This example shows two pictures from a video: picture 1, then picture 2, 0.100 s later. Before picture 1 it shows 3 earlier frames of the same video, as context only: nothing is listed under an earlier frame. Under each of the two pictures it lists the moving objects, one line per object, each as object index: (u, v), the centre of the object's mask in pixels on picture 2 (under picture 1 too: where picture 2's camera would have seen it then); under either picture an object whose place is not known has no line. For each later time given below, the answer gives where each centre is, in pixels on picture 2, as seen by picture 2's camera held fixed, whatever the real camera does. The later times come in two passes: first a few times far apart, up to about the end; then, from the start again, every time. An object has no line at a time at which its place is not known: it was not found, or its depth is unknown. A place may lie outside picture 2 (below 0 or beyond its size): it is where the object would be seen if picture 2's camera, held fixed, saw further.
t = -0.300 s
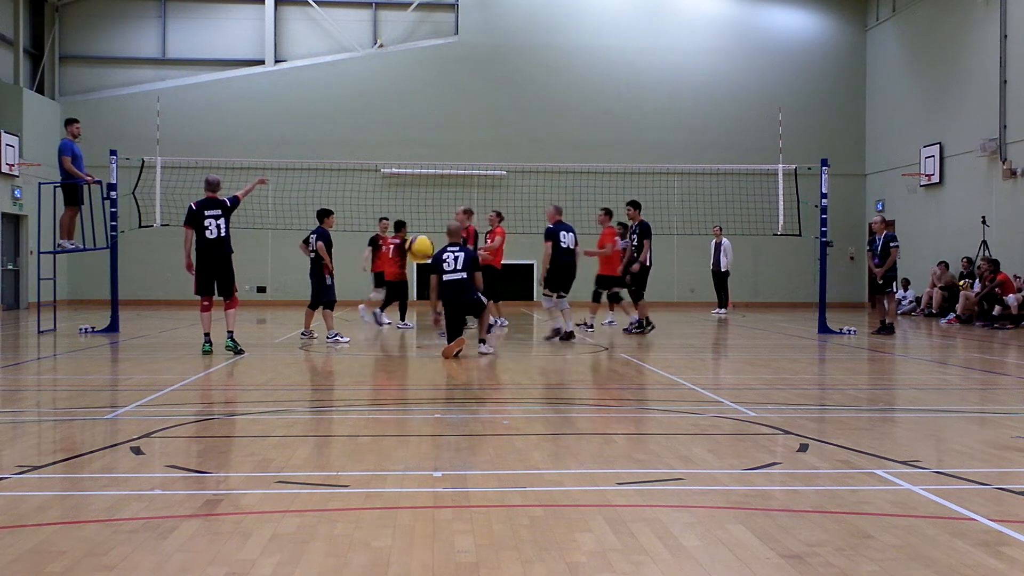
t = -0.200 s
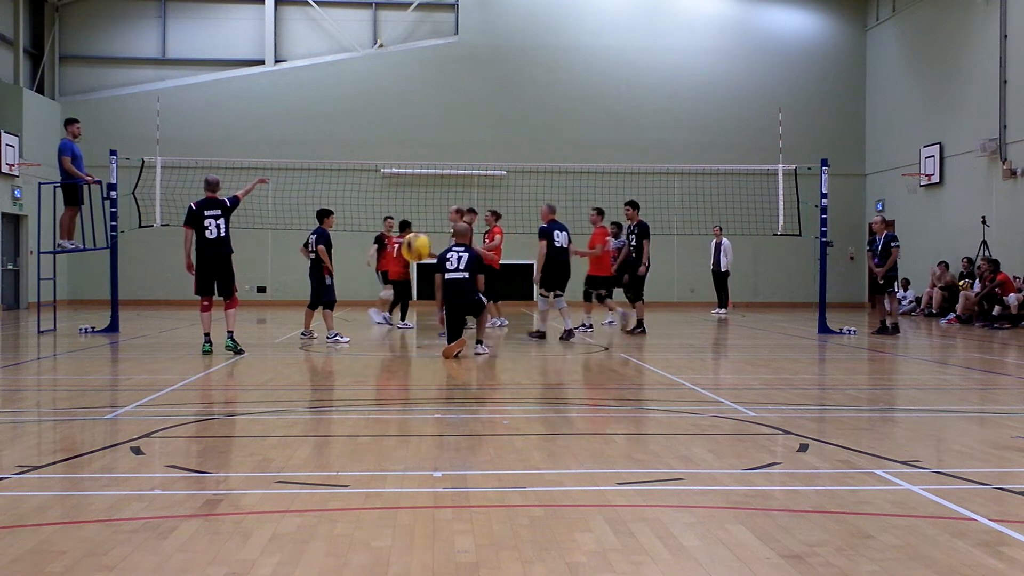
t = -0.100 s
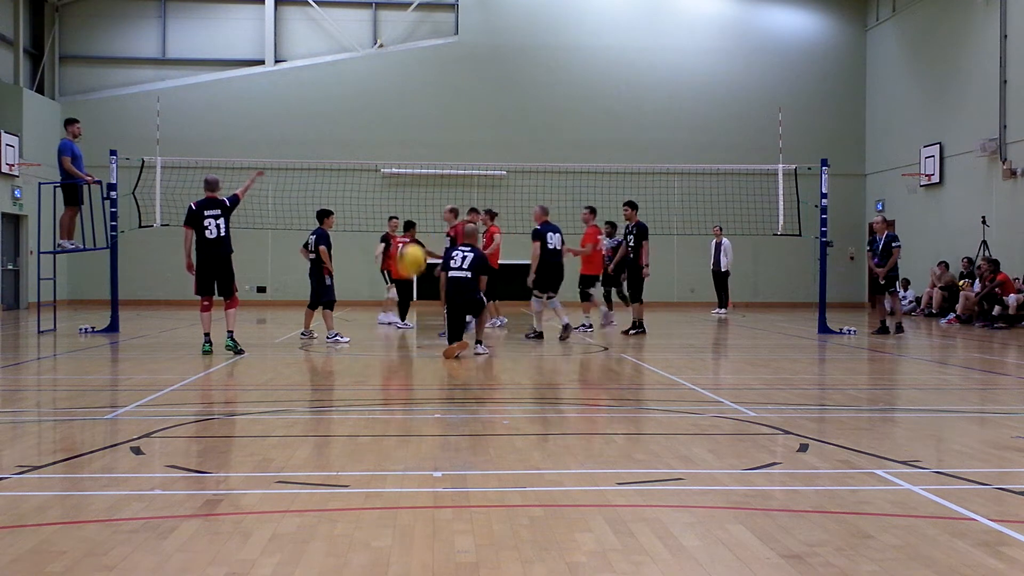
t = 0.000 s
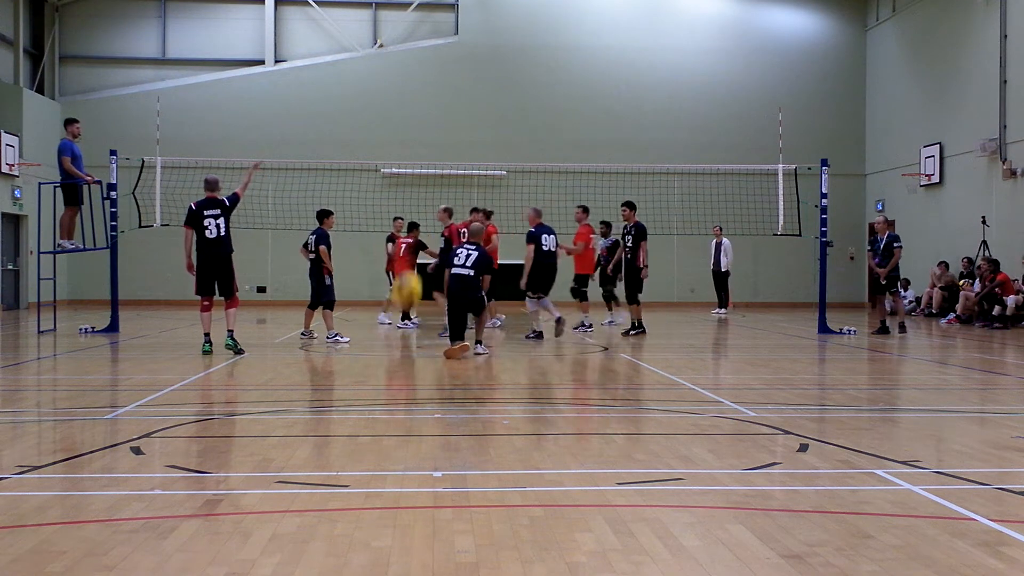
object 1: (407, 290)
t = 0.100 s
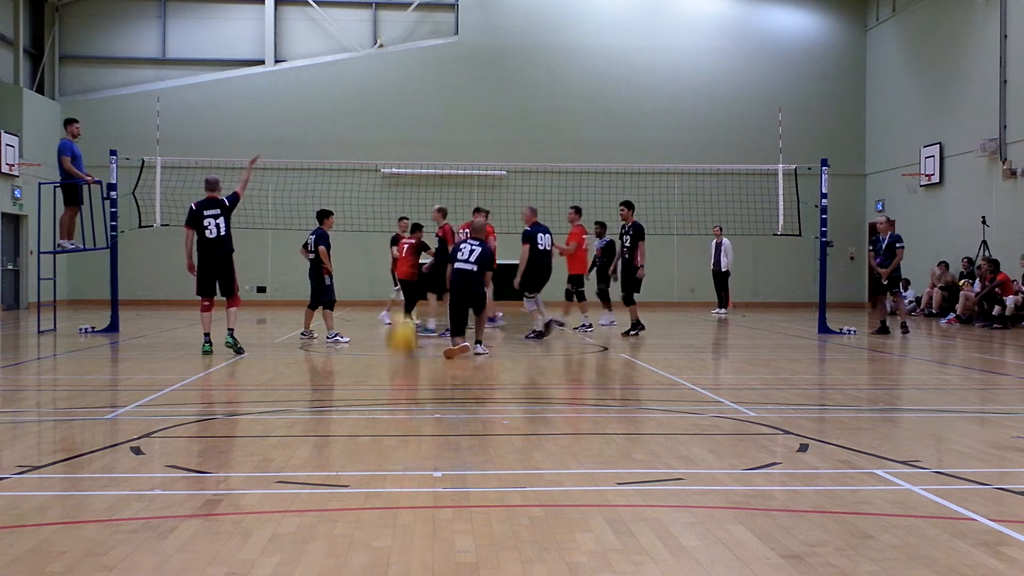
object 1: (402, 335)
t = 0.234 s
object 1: (395, 384)
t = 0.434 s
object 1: (383, 318)
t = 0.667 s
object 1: (366, 320)
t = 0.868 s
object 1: (347, 410)
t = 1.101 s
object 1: (324, 379)
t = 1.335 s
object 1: (298, 399)
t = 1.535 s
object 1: (267, 484)
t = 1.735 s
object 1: (233, 457)
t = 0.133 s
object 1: (402, 355)
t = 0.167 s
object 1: (399, 376)
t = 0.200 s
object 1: (397, 398)
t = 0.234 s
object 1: (395, 384)
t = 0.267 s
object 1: (393, 371)
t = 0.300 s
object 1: (392, 356)
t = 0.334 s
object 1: (390, 344)
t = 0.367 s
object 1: (387, 334)
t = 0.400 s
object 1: (385, 325)
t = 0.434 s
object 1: (383, 318)
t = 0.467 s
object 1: (381, 313)
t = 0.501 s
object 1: (378, 310)
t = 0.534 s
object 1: (376, 307)
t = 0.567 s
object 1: (374, 308)
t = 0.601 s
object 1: (371, 310)
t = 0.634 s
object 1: (368, 314)
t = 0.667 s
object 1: (366, 320)
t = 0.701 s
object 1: (363, 328)
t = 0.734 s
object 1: (361, 339)
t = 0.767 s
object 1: (358, 354)
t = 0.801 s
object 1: (354, 368)
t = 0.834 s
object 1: (350, 390)
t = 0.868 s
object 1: (347, 410)
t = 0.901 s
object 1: (344, 441)
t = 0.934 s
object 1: (341, 433)
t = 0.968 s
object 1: (337, 419)
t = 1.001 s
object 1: (334, 404)
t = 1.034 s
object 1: (330, 394)
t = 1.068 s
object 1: (328, 385)
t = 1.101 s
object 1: (324, 379)
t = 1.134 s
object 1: (321, 374)
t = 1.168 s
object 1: (317, 371)
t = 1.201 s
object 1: (314, 372)
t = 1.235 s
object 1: (310, 375)
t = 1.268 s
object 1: (307, 380)
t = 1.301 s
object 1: (302, 389)
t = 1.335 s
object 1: (298, 399)
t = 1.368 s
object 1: (293, 416)
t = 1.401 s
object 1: (288, 437)
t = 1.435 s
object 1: (284, 458)
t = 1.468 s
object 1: (278, 488)
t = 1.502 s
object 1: (273, 499)
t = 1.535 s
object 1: (267, 484)
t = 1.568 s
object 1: (262, 472)
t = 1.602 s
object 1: (257, 463)
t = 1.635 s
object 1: (251, 456)
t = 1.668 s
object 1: (245, 452)
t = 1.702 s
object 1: (239, 452)
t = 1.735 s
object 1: (233, 457)
